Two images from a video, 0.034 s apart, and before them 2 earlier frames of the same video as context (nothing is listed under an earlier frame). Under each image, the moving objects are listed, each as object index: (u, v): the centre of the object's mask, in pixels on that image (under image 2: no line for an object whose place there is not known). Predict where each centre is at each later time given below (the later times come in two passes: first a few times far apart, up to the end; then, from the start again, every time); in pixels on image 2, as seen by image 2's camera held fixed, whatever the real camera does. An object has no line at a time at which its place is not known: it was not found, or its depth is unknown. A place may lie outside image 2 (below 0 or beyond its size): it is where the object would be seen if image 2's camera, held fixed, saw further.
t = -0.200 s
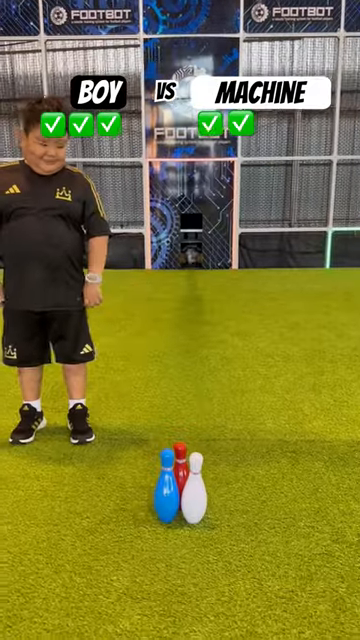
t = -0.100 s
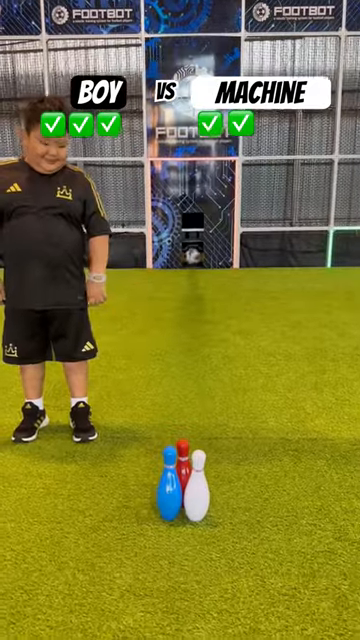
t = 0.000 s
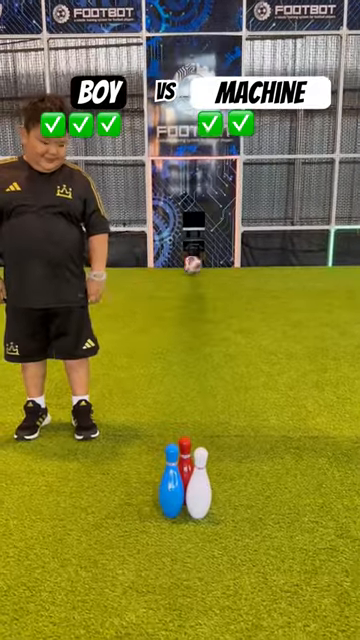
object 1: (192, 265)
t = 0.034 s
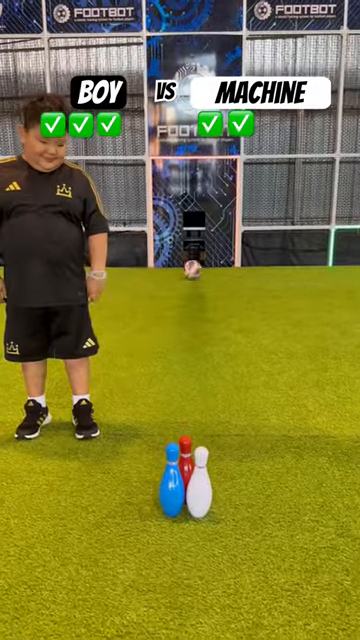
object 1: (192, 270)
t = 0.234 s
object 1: (186, 298)
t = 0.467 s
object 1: (178, 344)
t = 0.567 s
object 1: (172, 376)
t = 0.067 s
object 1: (191, 275)
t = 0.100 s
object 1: (190, 277)
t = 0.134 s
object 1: (189, 279)
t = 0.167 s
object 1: (188, 285)
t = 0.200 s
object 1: (187, 291)
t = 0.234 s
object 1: (186, 298)
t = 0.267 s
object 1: (186, 303)
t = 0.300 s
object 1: (184, 308)
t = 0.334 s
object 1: (184, 314)
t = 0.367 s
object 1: (181, 322)
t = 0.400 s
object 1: (181, 328)
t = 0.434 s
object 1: (179, 335)
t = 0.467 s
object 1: (178, 344)
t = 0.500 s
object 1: (176, 355)
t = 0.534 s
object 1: (174, 364)
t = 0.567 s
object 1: (172, 376)
